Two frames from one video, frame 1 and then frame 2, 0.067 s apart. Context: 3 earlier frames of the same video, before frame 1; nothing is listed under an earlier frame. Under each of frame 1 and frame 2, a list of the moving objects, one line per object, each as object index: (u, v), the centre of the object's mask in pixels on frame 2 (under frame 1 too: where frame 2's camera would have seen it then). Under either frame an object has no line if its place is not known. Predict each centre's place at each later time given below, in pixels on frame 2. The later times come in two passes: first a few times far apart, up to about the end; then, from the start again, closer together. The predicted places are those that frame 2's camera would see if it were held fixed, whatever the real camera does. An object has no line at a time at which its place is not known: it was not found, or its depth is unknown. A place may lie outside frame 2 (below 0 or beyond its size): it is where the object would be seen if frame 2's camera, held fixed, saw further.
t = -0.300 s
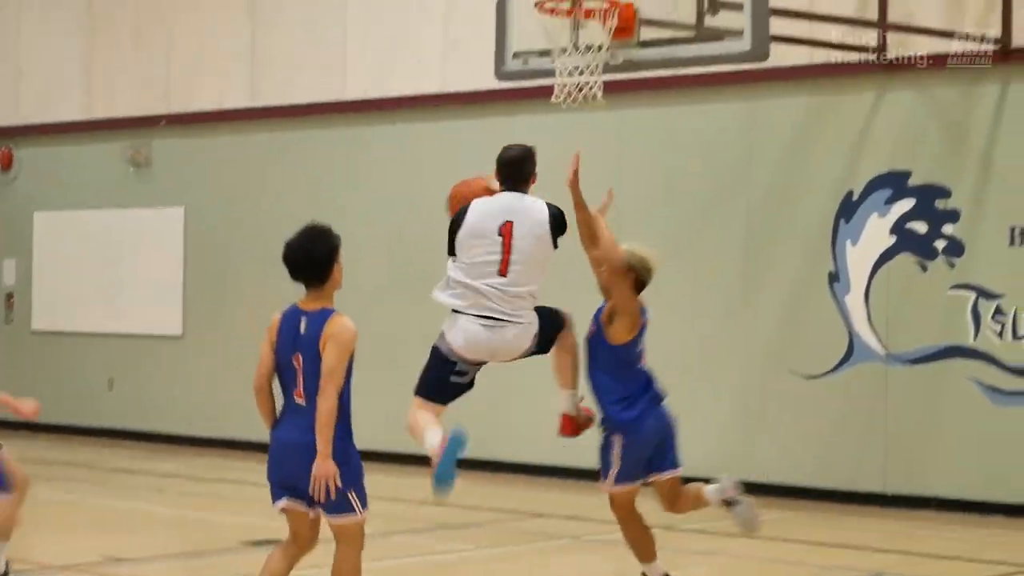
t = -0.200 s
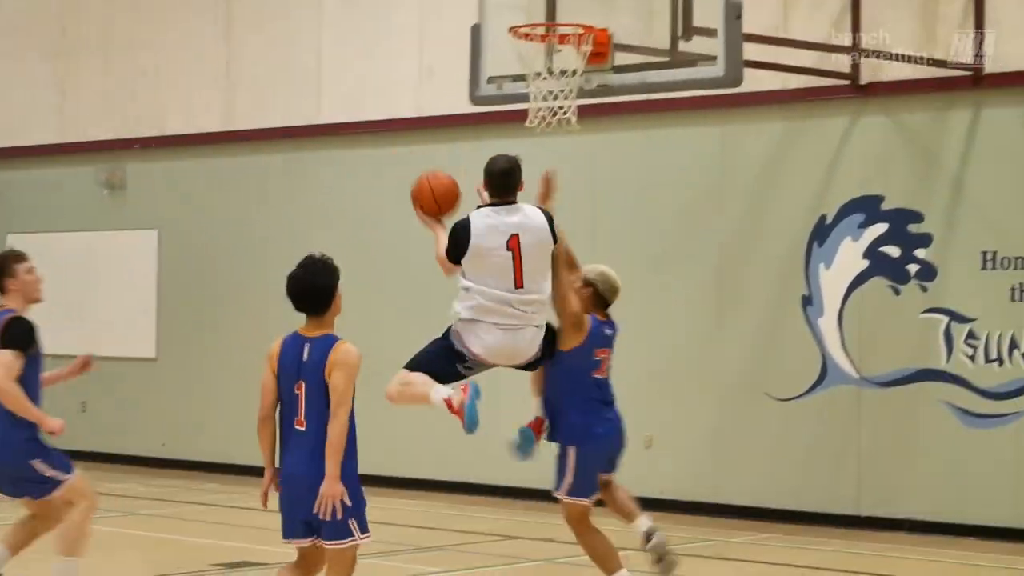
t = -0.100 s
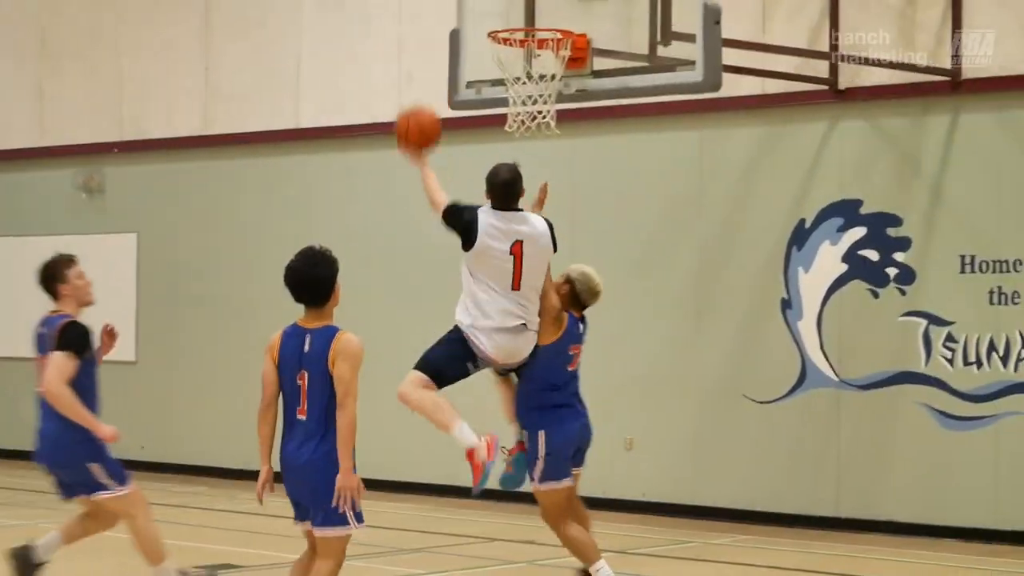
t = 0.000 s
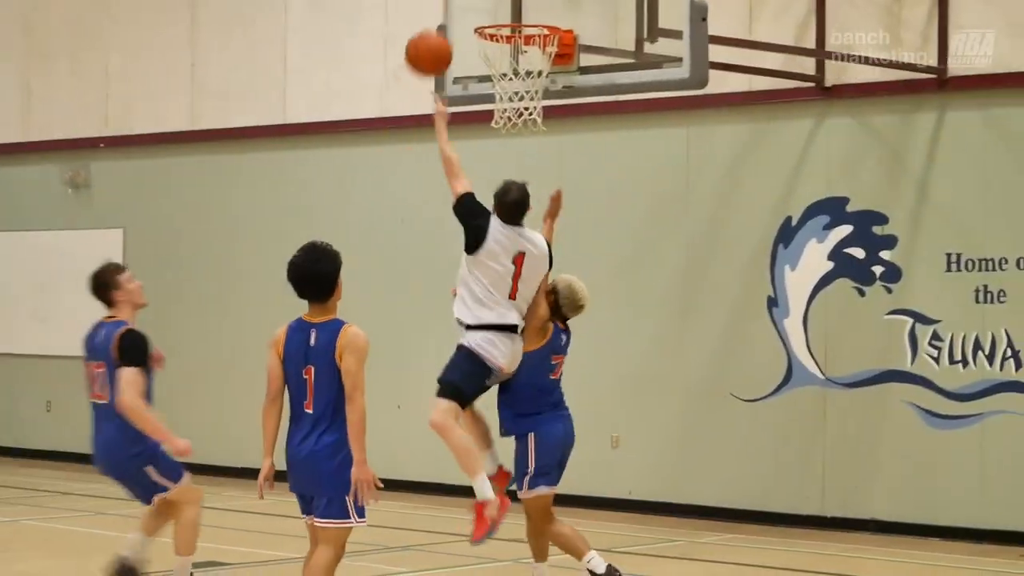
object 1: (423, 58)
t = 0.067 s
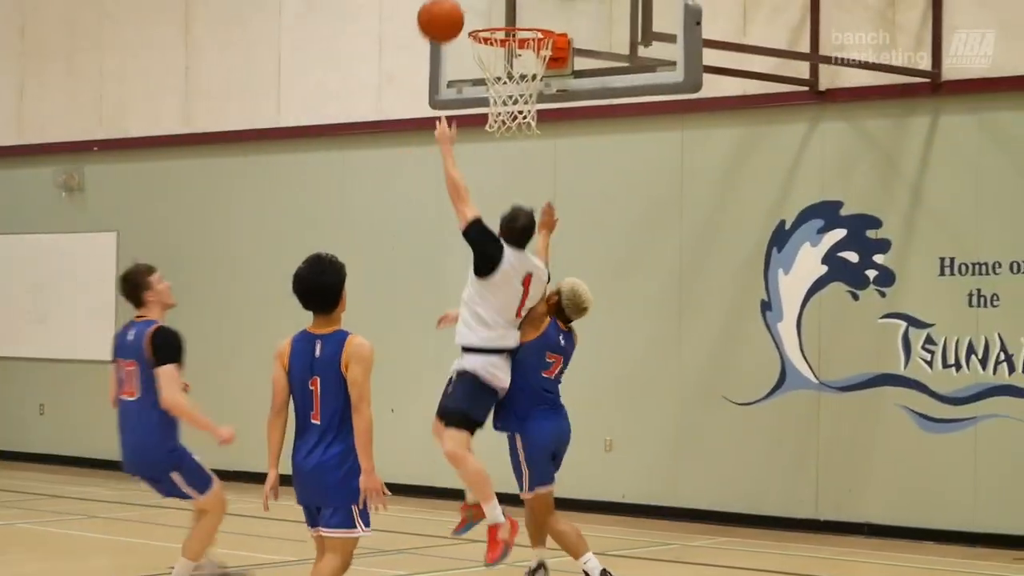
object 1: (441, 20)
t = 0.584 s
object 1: (561, 15)
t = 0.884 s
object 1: (539, 8)
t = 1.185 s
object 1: (508, 84)
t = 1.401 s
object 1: (496, 194)
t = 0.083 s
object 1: (446, 15)
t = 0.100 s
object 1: (451, 11)
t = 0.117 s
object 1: (456, 9)
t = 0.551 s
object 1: (555, 3)
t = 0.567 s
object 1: (558, 11)
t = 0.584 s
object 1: (561, 15)
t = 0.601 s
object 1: (560, 13)
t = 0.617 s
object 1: (559, 10)
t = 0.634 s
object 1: (558, 7)
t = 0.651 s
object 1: (557, 6)
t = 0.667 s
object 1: (556, 4)
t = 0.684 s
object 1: (555, 3)
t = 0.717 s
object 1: (552, 3)
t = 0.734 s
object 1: (551, 3)
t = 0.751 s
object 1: (550, 4)
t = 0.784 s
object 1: (548, 7)
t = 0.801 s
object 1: (547, 10)
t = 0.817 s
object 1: (546, 10)
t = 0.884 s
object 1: (539, 8)
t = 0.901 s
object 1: (538, 8)
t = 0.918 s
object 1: (536, 8)
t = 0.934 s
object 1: (535, 9)
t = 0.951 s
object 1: (532, 10)
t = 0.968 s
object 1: (530, 12)
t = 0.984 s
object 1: (529, 13)
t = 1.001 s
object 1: (528, 14)
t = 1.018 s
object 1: (526, 16)
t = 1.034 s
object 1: (524, 19)
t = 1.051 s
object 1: (522, 21)
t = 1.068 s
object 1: (519, 38)
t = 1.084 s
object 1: (519, 44)
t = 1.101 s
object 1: (518, 50)
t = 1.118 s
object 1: (515, 56)
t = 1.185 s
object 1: (508, 84)
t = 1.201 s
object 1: (506, 93)
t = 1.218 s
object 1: (506, 100)
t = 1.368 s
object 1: (498, 171)
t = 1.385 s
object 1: (497, 183)
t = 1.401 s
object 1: (496, 194)
